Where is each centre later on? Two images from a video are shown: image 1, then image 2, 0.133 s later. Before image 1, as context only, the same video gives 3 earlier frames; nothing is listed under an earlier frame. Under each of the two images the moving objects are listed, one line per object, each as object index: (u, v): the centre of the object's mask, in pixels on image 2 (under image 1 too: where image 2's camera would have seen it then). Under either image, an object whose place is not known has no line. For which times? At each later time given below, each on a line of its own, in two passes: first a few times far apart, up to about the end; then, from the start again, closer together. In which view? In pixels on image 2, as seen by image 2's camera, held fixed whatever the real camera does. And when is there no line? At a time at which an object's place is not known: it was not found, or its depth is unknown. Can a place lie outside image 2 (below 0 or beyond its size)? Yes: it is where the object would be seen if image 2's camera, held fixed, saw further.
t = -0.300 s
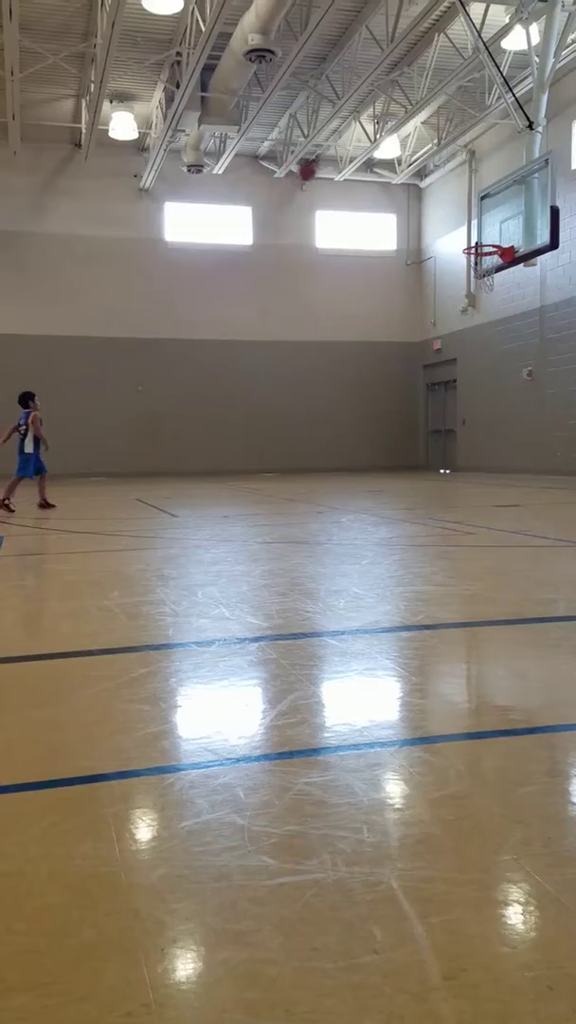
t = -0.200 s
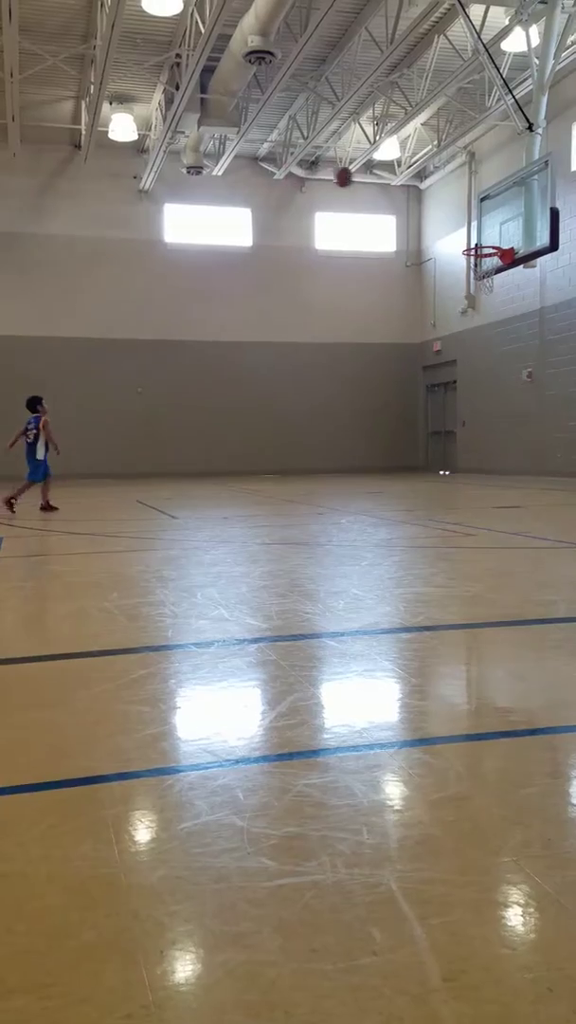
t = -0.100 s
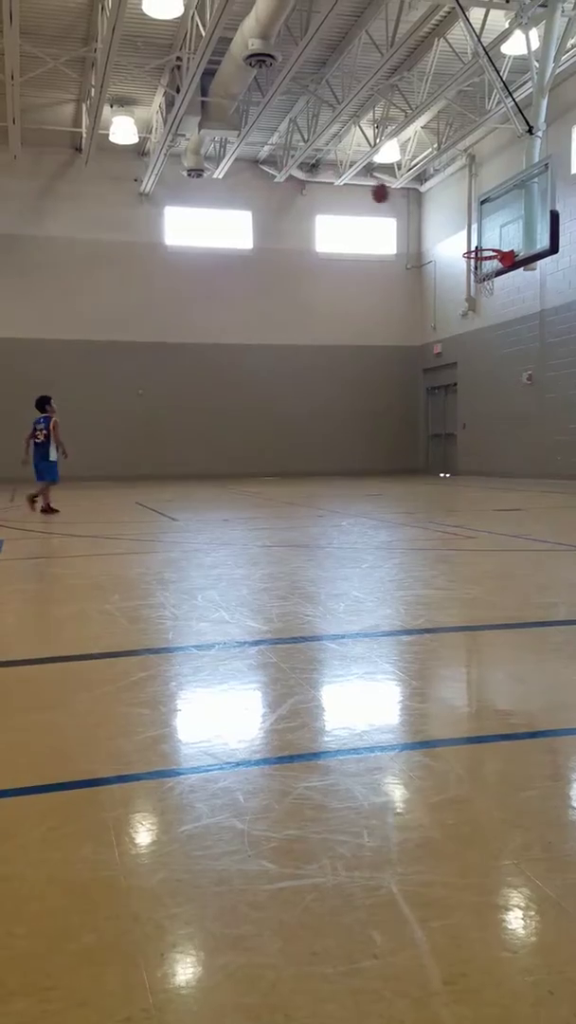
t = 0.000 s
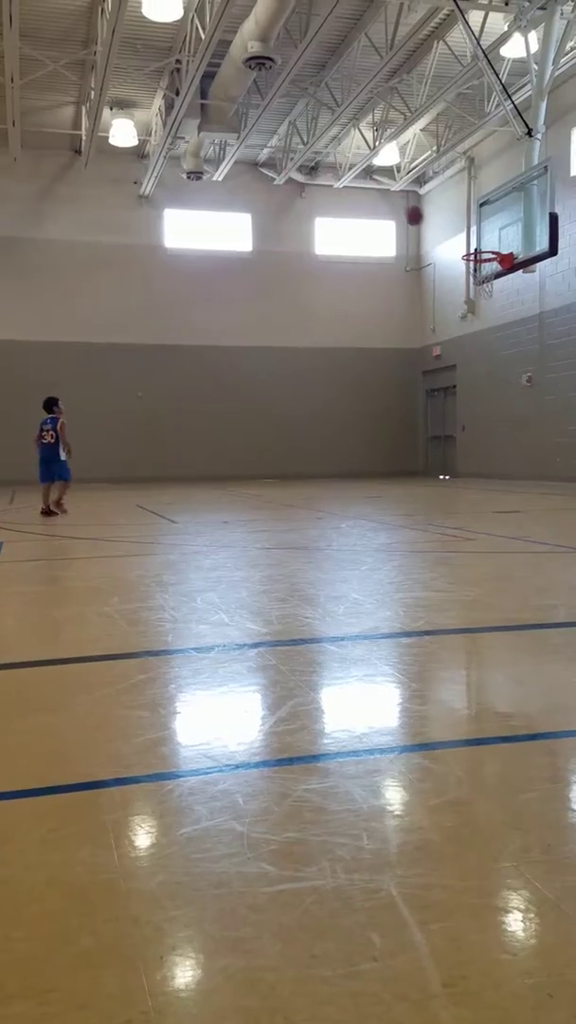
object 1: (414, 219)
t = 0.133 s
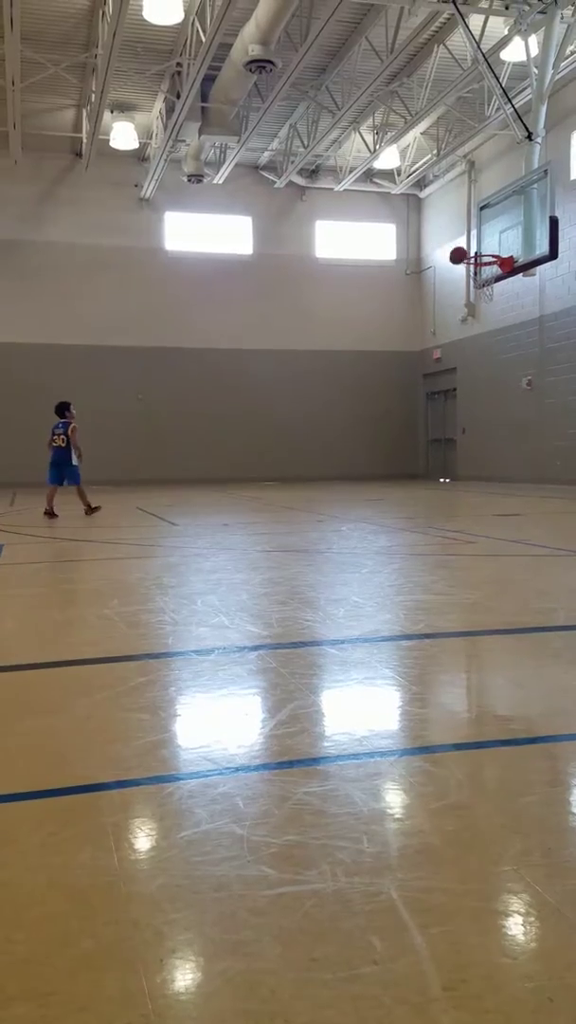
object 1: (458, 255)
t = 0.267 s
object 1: (443, 239)
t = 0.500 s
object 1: (415, 241)
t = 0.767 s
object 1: (386, 292)
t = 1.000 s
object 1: (363, 372)
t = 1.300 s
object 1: (342, 481)
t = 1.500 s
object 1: (337, 419)
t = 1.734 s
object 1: (332, 382)
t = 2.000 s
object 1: (328, 381)
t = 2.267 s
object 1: (325, 422)
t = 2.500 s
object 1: (322, 488)
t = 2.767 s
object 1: (315, 439)
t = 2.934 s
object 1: (312, 428)
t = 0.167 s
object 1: (455, 251)
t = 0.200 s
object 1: (450, 246)
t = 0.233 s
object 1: (447, 242)
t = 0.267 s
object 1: (443, 239)
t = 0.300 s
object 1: (439, 237)
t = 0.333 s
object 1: (435, 235)
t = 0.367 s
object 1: (430, 235)
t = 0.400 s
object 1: (426, 235)
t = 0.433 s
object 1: (423, 237)
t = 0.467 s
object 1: (419, 239)
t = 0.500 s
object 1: (415, 241)
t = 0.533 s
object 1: (410, 245)
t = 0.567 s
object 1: (407, 249)
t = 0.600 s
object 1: (404, 255)
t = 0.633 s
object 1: (400, 261)
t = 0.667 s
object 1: (396, 268)
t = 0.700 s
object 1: (393, 275)
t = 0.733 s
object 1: (389, 283)
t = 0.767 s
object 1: (386, 292)
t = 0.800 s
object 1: (382, 302)
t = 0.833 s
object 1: (379, 312)
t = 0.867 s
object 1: (376, 323)
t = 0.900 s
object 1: (373, 334)
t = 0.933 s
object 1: (370, 346)
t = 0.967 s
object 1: (367, 359)
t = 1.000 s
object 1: (363, 372)
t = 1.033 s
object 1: (361, 386)
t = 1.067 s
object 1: (357, 399)
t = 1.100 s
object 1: (355, 414)
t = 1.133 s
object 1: (352, 429)
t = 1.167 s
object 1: (349, 444)
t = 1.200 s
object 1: (347, 460)
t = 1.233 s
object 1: (345, 477)
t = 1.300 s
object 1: (342, 481)
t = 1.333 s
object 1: (341, 470)
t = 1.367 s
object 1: (340, 458)
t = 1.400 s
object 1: (339, 447)
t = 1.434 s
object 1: (338, 437)
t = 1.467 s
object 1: (337, 428)
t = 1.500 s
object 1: (337, 419)
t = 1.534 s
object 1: (336, 412)
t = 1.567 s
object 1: (335, 405)
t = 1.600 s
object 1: (334, 399)
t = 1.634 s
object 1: (333, 394)
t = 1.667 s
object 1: (333, 389)
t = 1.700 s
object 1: (332, 385)
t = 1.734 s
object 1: (332, 382)
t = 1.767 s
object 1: (331, 380)
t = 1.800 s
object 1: (330, 378)
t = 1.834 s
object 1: (330, 377)
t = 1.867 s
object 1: (329, 376)
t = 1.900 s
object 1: (329, 377)
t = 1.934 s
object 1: (329, 377)
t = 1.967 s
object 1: (328, 379)
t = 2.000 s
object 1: (328, 381)
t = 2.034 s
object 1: (327, 384)
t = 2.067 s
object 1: (327, 388)
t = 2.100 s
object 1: (326, 392)
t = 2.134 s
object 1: (326, 397)
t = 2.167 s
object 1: (325, 403)
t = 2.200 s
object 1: (325, 408)
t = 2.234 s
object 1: (325, 415)
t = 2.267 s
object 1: (325, 422)
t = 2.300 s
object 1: (324, 430)
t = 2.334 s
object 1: (324, 438)
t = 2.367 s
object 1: (323, 448)
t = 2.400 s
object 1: (323, 457)
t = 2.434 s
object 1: (322, 467)
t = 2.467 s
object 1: (323, 476)
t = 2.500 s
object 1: (322, 488)
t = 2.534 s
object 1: (321, 481)
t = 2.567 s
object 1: (320, 474)
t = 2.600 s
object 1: (320, 466)
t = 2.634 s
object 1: (319, 459)
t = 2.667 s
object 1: (318, 453)
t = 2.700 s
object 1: (317, 447)
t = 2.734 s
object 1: (316, 443)
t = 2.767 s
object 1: (315, 439)
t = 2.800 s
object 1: (315, 435)
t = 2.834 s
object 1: (314, 432)
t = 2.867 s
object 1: (313, 430)
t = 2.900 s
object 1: (313, 429)
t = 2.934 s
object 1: (312, 428)
